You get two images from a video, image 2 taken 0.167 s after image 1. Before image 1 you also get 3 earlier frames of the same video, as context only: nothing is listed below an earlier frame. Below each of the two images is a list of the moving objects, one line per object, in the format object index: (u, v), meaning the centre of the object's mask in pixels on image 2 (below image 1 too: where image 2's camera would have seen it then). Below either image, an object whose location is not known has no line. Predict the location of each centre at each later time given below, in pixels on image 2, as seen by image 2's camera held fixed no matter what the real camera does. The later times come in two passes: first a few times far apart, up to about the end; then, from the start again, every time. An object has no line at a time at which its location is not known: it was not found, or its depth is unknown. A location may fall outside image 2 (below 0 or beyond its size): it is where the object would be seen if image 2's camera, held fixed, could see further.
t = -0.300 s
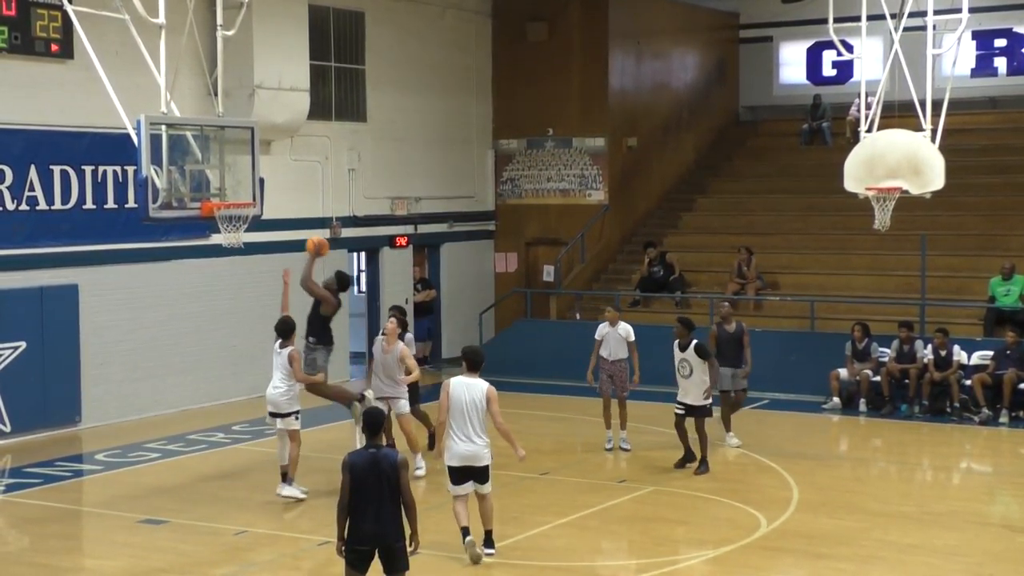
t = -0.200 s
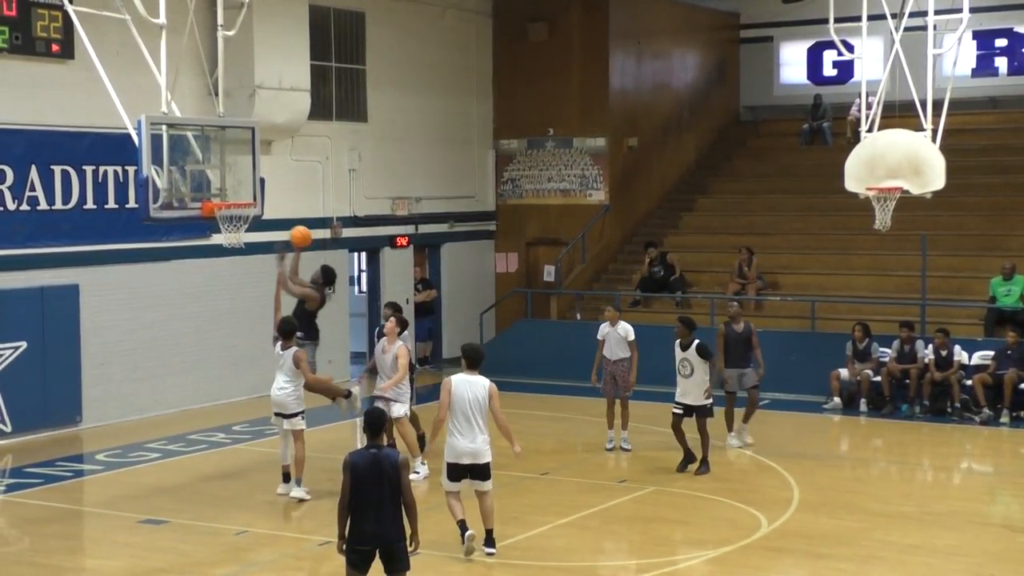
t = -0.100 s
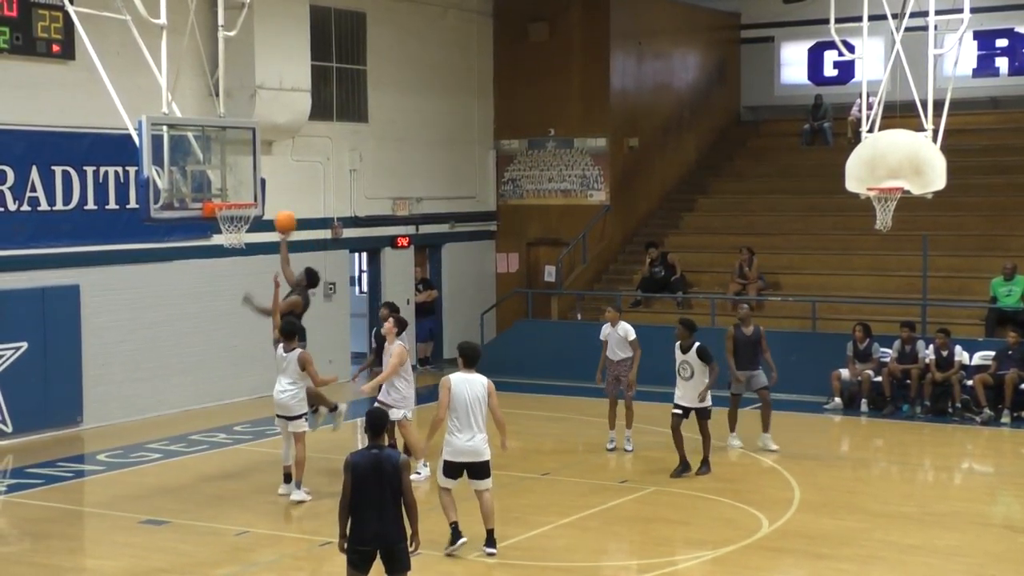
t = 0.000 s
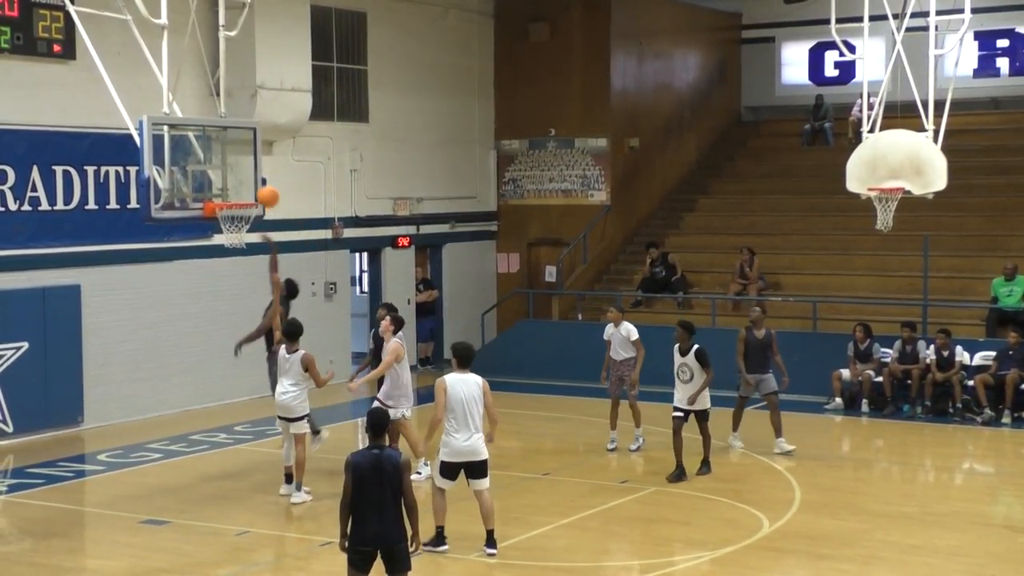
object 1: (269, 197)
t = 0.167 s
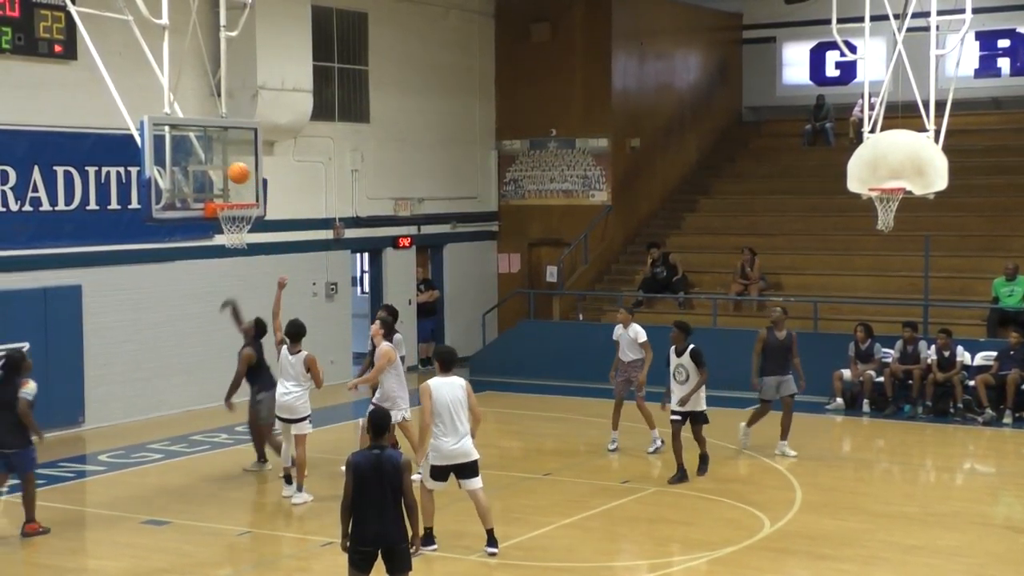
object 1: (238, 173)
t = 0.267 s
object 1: (230, 168)
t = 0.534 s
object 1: (238, 195)
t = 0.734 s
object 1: (242, 243)
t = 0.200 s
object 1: (232, 171)
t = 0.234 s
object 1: (230, 169)
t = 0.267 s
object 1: (230, 168)
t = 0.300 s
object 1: (231, 168)
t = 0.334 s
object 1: (232, 169)
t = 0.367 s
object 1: (233, 171)
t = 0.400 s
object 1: (234, 174)
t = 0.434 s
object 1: (235, 178)
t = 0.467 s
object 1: (236, 183)
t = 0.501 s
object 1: (237, 189)
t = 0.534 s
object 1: (238, 195)
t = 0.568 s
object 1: (239, 204)
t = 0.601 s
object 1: (240, 211)
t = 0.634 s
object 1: (241, 220)
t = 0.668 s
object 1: (241, 228)
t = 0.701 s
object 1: (242, 236)
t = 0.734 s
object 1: (242, 243)
